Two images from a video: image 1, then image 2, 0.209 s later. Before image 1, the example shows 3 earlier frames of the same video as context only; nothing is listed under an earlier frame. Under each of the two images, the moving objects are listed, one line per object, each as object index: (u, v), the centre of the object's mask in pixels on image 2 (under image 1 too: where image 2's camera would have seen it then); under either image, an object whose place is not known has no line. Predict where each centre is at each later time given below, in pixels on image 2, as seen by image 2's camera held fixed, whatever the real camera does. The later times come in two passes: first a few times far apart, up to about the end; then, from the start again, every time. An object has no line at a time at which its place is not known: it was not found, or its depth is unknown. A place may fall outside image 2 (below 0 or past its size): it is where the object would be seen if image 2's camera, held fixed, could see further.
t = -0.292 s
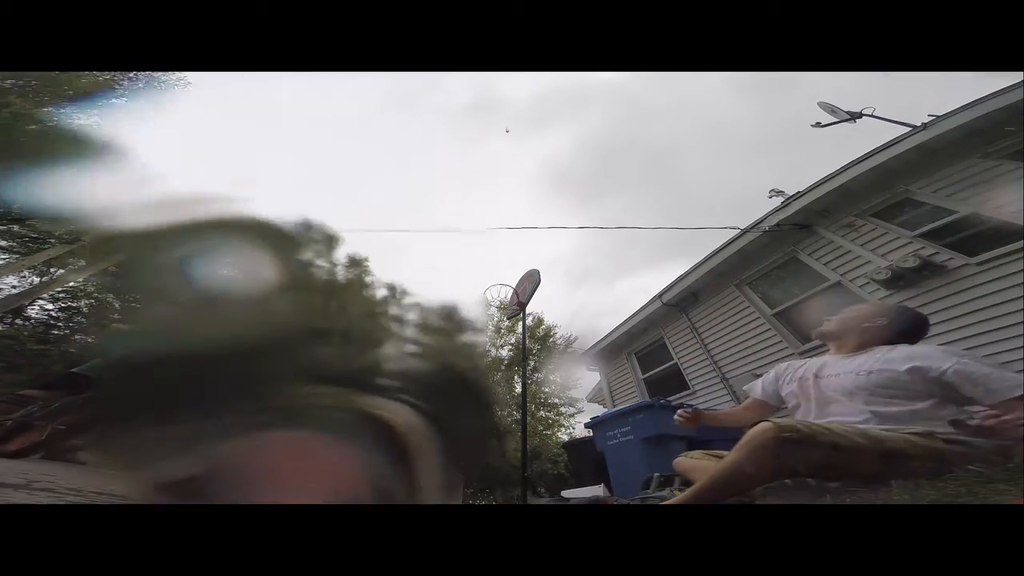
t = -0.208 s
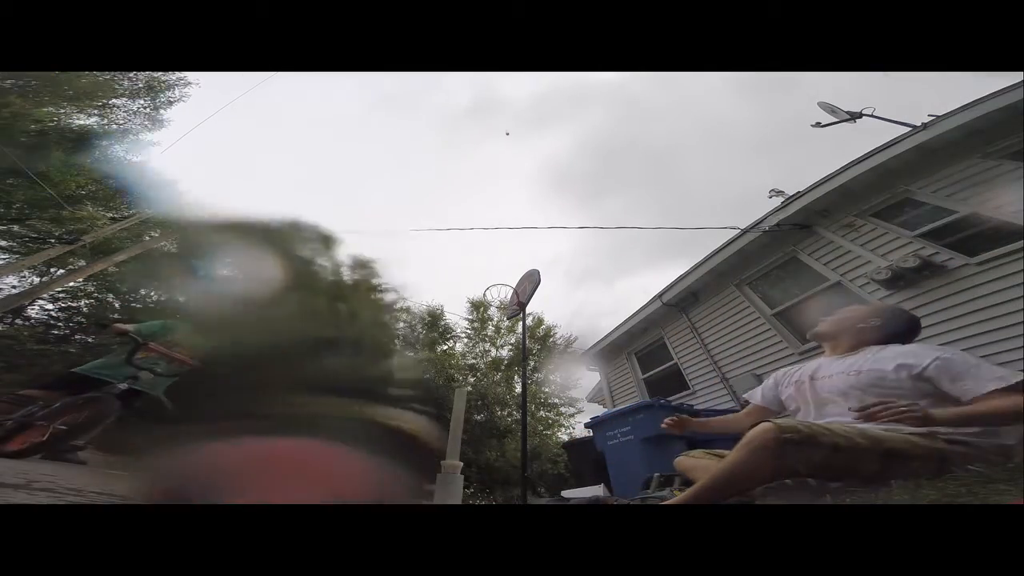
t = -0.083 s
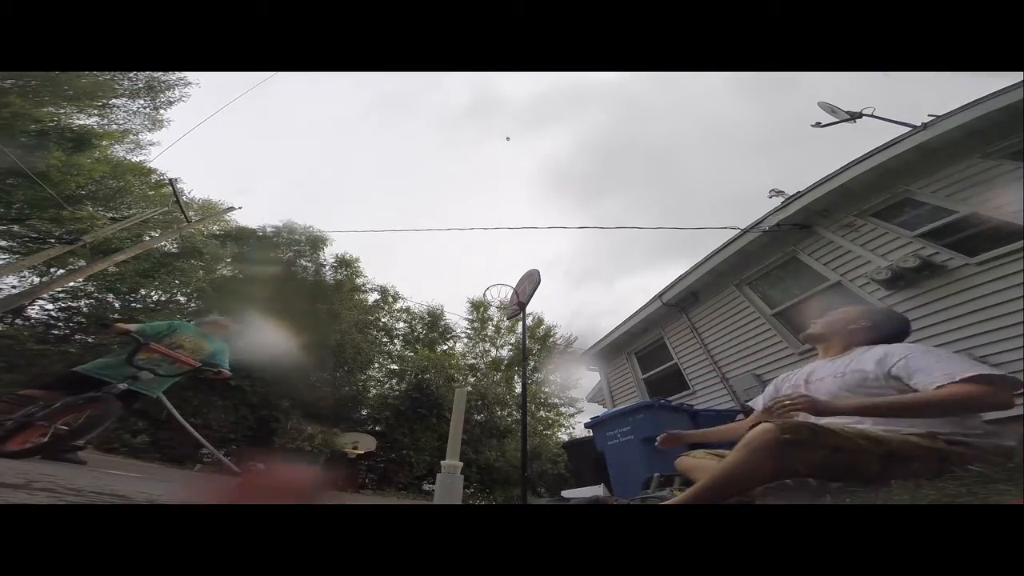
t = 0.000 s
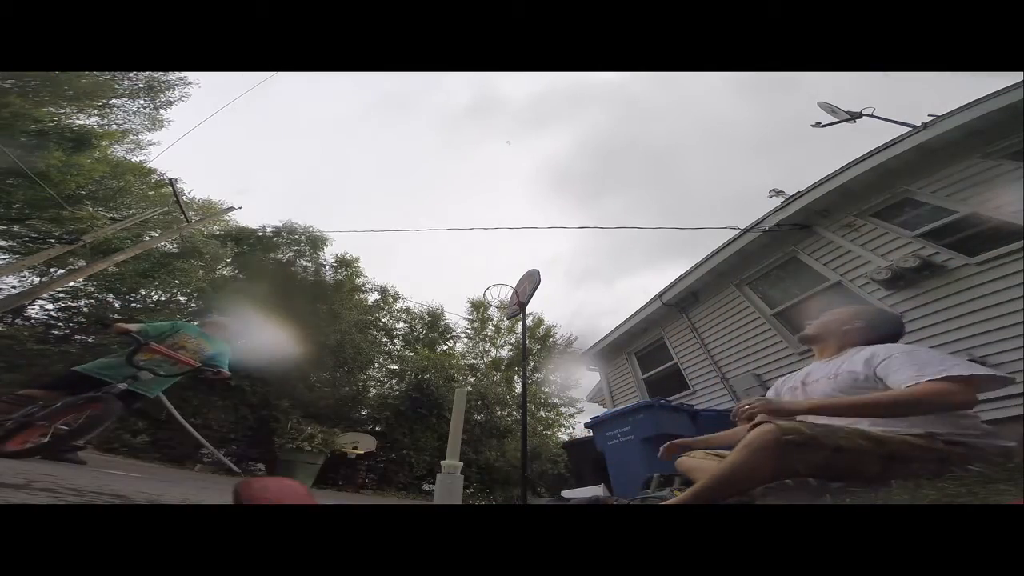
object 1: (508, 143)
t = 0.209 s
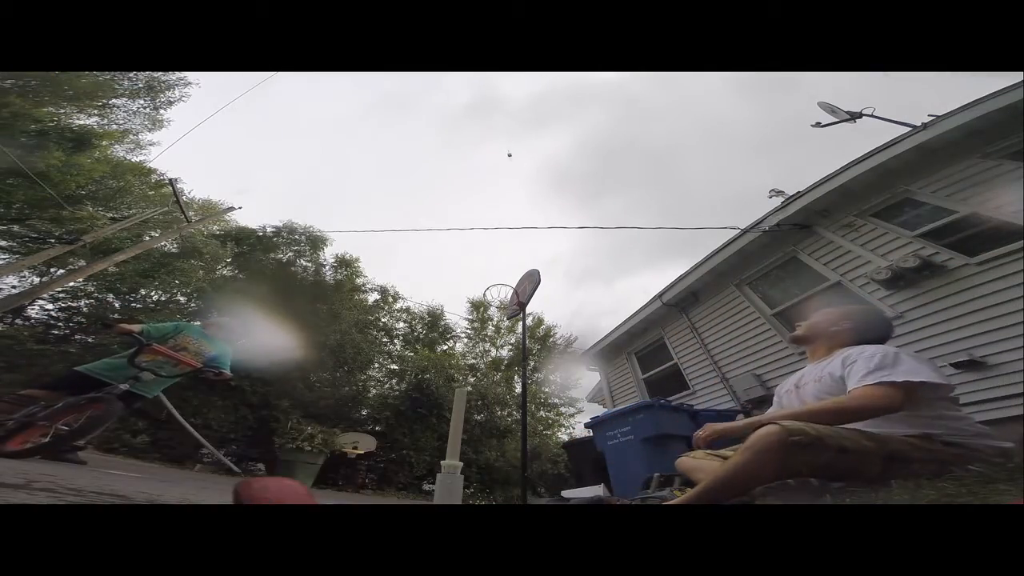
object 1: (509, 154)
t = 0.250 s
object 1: (510, 158)
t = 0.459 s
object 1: (510, 180)
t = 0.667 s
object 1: (511, 214)
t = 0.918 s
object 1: (519, 212)
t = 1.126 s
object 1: (527, 208)
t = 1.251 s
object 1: (534, 212)
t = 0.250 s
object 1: (510, 158)
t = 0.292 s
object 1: (510, 161)
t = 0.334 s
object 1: (509, 165)
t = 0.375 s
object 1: (509, 169)
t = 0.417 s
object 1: (510, 174)
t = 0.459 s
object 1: (510, 180)
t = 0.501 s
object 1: (510, 186)
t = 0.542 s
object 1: (510, 192)
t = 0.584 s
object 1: (510, 199)
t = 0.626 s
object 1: (510, 206)
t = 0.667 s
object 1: (511, 214)
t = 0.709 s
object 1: (512, 222)
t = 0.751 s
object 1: (514, 225)
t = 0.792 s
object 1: (515, 220)
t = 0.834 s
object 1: (516, 217)
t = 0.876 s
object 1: (517, 215)
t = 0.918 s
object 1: (519, 212)
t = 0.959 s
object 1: (520, 211)
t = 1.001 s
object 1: (521, 208)
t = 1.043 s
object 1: (523, 208)
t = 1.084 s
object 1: (525, 209)
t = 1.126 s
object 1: (527, 208)
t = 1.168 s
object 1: (529, 208)
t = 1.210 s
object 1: (531, 209)
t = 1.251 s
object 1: (534, 212)
